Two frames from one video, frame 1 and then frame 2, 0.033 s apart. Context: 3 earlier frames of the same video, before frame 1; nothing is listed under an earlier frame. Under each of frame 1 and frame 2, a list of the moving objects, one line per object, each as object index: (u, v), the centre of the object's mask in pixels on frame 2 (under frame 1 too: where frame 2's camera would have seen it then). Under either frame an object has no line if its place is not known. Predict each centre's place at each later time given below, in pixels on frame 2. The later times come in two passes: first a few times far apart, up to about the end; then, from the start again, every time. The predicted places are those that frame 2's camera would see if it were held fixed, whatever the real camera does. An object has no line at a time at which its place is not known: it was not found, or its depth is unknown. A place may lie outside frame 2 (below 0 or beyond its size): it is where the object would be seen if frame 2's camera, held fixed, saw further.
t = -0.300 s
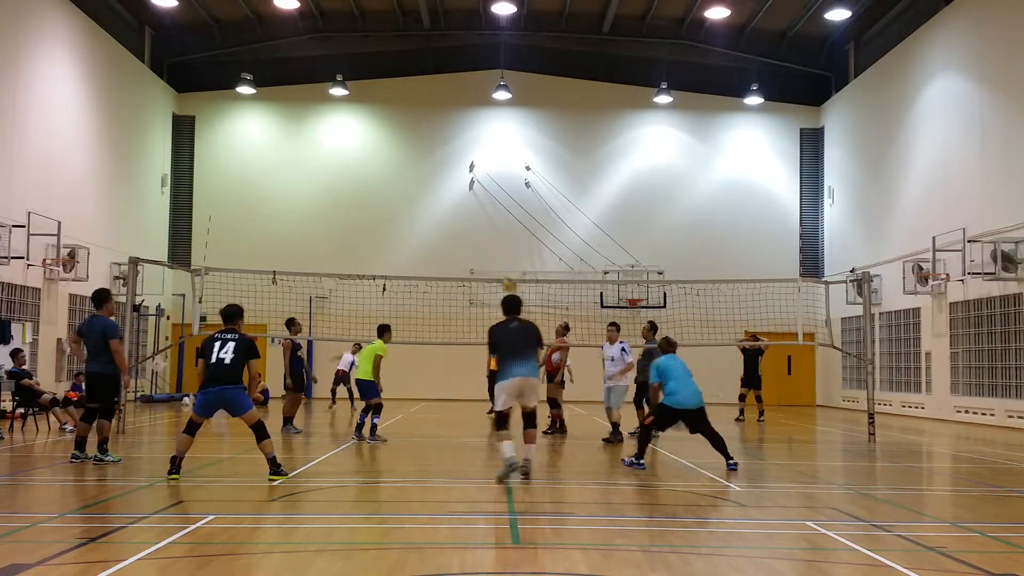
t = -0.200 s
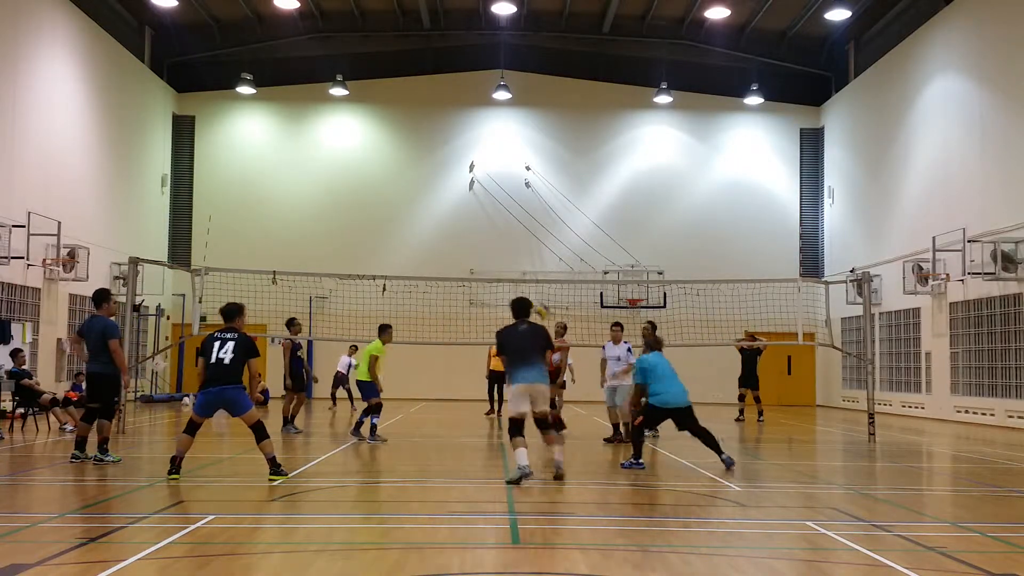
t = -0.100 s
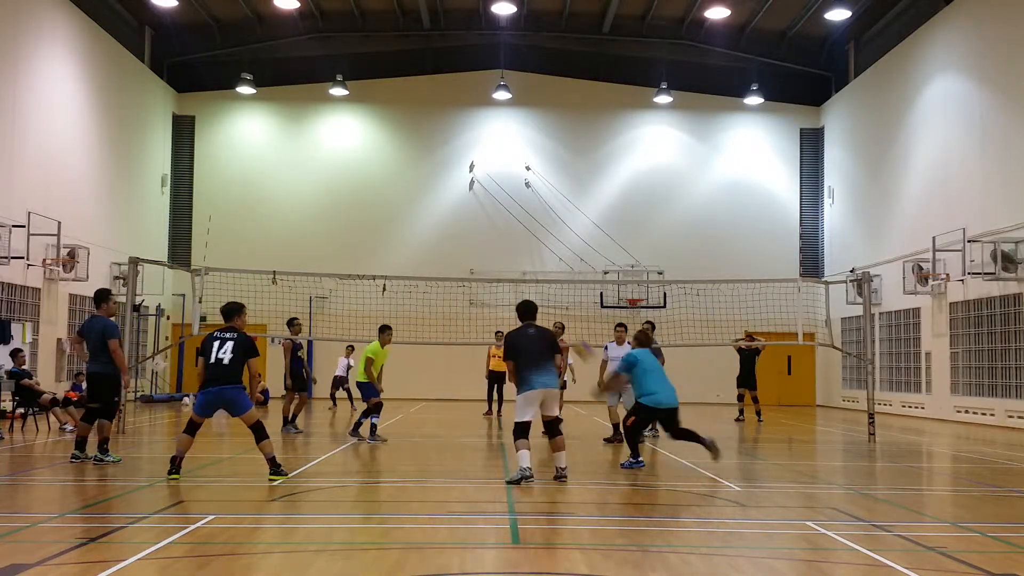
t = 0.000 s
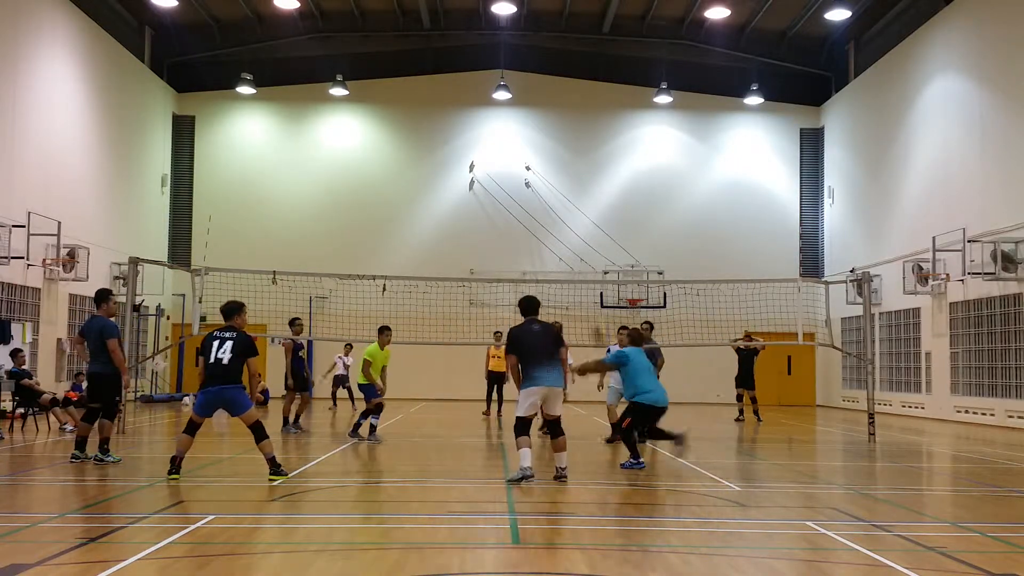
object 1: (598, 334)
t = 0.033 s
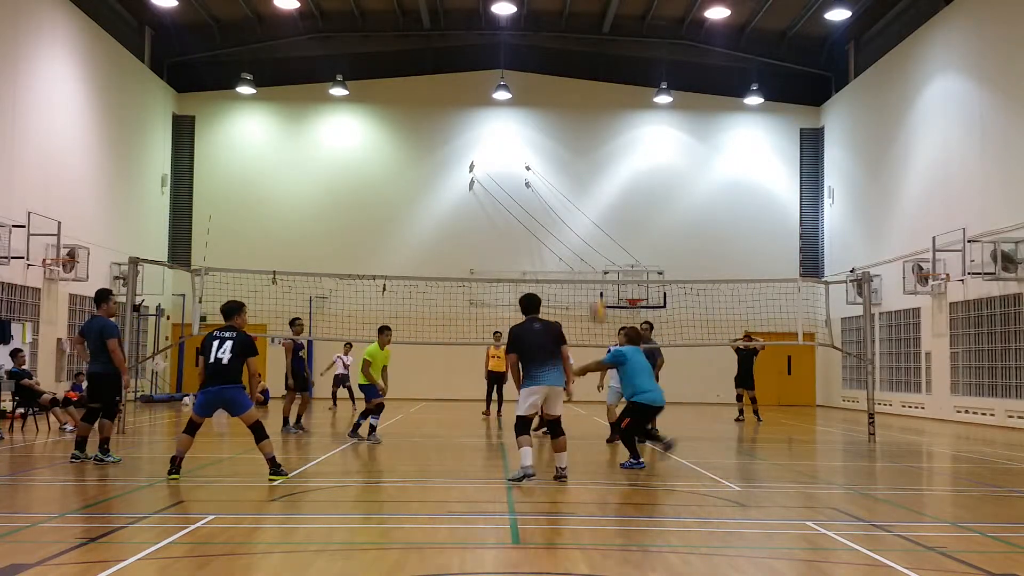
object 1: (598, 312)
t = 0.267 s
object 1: (588, 208)
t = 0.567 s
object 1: (578, 158)
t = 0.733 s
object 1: (575, 158)
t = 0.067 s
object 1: (597, 291)
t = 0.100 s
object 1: (595, 273)
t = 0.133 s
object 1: (593, 259)
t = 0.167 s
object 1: (592, 244)
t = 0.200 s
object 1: (590, 231)
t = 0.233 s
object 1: (589, 219)
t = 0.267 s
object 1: (588, 208)
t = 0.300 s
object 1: (587, 198)
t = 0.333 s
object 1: (586, 190)
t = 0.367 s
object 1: (584, 183)
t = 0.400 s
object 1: (583, 176)
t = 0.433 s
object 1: (582, 171)
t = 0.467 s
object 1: (581, 166)
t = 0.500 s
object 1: (580, 163)
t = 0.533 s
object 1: (579, 160)
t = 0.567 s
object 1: (578, 158)
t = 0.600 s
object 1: (578, 156)
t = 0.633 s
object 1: (577, 156)
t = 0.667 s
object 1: (577, 156)
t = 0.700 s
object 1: (576, 156)
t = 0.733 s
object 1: (575, 158)
